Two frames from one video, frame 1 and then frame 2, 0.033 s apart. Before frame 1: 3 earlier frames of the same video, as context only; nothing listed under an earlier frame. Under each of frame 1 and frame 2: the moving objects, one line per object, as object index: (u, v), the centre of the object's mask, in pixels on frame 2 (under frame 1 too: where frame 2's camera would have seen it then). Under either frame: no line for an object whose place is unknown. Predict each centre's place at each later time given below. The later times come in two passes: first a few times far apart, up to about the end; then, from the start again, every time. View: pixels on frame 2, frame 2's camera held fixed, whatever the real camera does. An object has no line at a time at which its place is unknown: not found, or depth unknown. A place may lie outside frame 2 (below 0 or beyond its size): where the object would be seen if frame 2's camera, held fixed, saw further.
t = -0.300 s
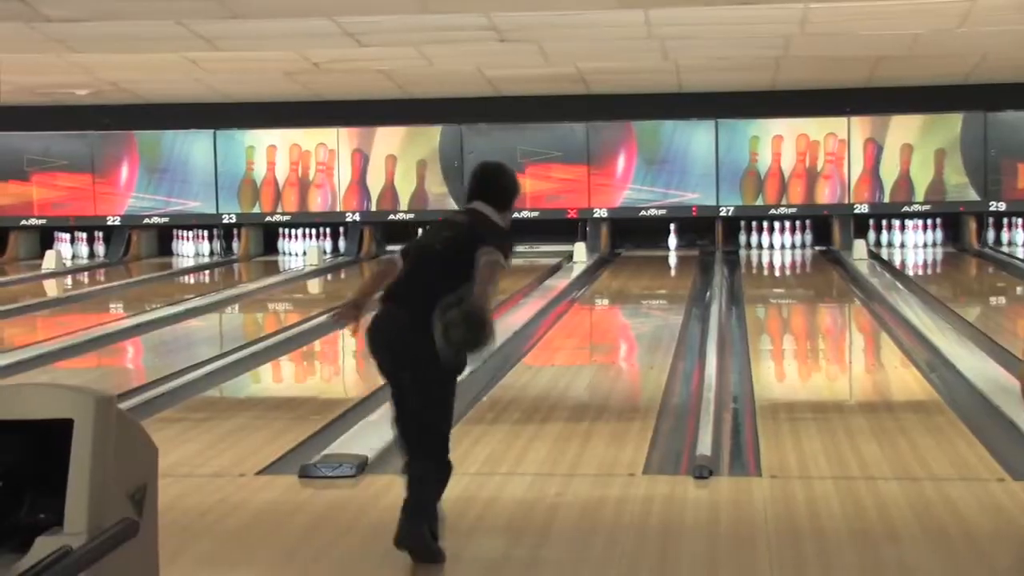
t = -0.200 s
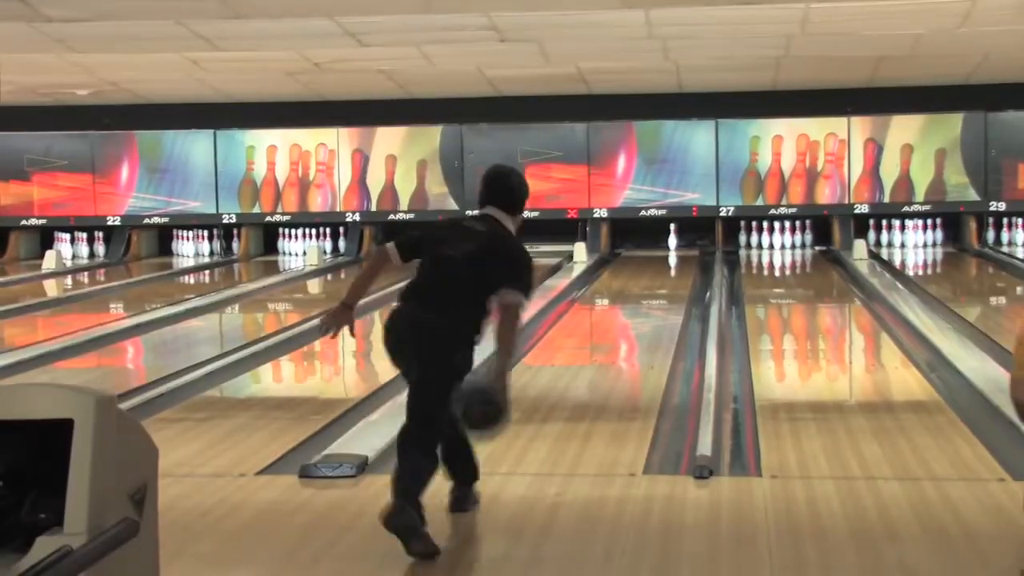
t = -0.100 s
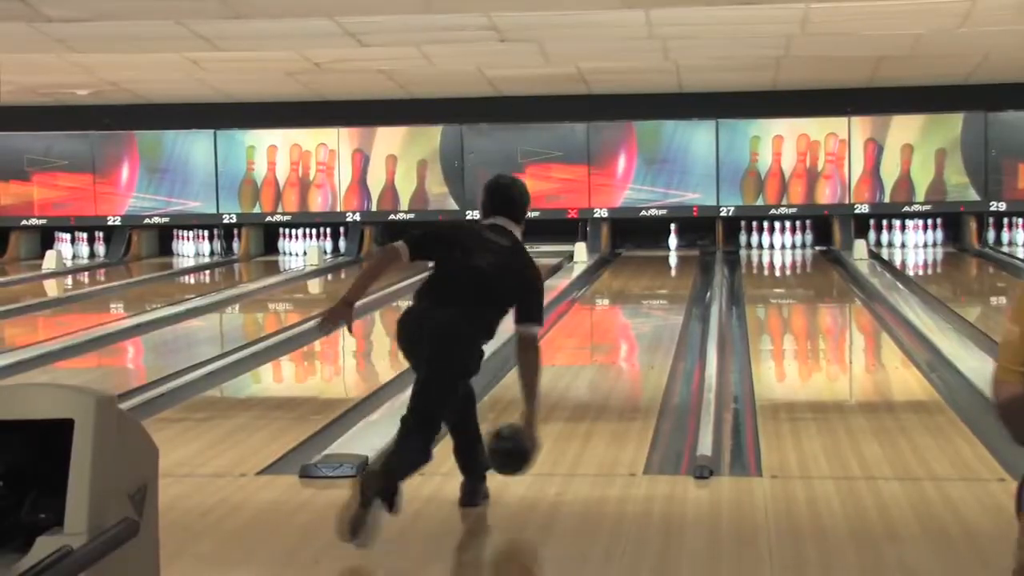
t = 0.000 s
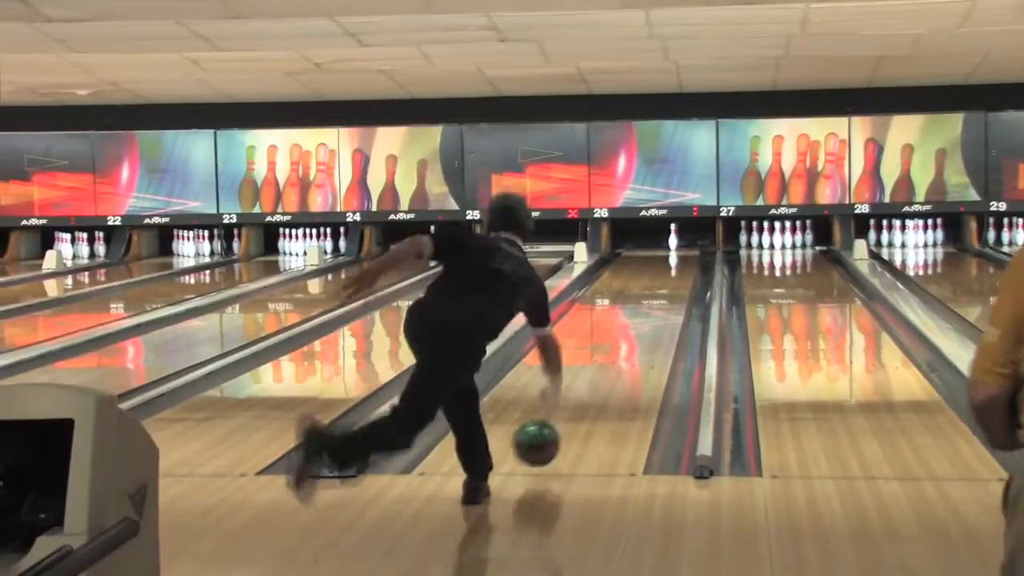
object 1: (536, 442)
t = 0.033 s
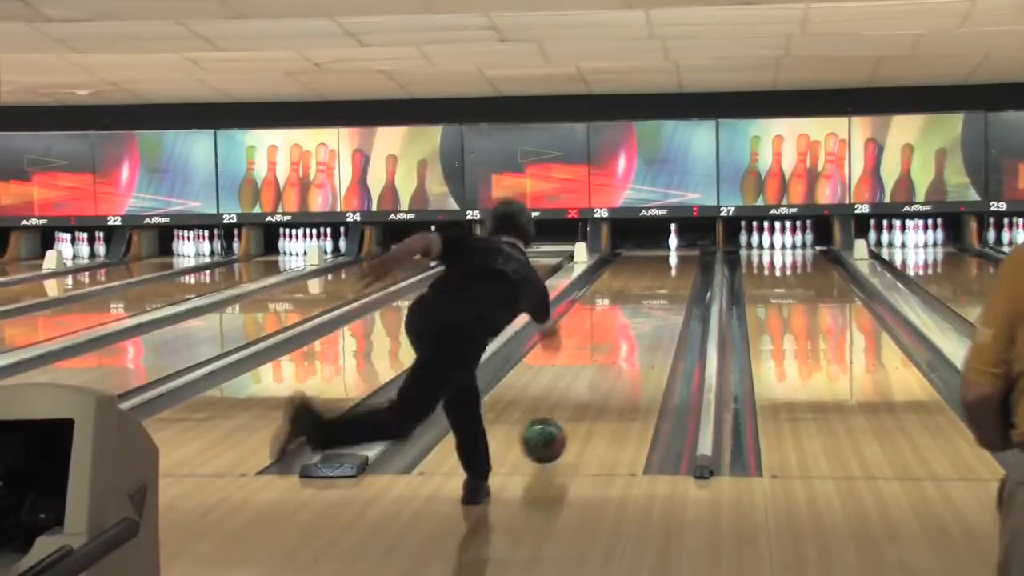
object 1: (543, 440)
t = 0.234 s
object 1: (577, 400)
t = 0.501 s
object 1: (611, 360)
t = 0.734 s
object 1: (632, 334)
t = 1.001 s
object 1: (649, 310)
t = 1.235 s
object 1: (661, 294)
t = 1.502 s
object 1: (672, 279)
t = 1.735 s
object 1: (678, 268)
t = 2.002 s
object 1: (681, 262)
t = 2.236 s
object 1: (682, 252)
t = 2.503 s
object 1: (677, 244)
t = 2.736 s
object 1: (675, 240)
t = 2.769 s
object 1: (674, 240)
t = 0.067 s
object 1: (550, 435)
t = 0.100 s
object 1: (556, 428)
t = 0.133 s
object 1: (562, 419)
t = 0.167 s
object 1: (568, 413)
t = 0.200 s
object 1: (573, 405)
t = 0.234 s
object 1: (577, 400)
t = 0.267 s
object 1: (582, 394)
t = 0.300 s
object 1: (587, 389)
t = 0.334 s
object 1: (592, 382)
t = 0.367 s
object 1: (596, 378)
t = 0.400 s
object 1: (600, 373)
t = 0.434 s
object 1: (604, 368)
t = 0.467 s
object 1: (607, 363)
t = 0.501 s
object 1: (611, 360)
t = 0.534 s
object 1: (614, 355)
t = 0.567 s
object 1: (617, 352)
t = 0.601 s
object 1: (620, 348)
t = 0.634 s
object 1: (623, 344)
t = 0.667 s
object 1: (626, 341)
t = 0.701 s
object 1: (629, 337)
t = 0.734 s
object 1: (632, 334)
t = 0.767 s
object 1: (634, 330)
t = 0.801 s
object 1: (637, 327)
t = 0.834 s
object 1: (639, 324)
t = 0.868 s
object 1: (641, 321)
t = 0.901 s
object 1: (643, 318)
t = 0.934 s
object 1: (645, 315)
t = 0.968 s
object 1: (647, 313)
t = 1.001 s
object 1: (649, 310)
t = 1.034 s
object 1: (652, 307)
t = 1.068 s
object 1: (653, 305)
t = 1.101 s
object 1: (655, 302)
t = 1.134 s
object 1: (657, 300)
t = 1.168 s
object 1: (658, 298)
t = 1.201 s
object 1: (660, 296)
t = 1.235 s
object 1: (661, 294)
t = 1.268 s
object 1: (663, 291)
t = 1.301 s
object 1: (665, 289)
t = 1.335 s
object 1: (666, 288)
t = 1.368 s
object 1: (668, 286)
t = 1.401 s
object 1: (669, 284)
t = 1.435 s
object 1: (670, 282)
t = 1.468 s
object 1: (671, 280)
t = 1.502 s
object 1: (672, 279)
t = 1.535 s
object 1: (673, 277)
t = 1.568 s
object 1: (674, 276)
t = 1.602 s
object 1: (675, 274)
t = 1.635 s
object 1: (676, 272)
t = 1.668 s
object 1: (677, 271)
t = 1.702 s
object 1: (677, 268)
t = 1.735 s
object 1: (678, 268)
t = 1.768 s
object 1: (679, 266)
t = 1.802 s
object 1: (679, 265)
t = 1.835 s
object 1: (679, 264)
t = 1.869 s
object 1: (680, 263)
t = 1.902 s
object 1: (680, 262)
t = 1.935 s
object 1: (681, 262)
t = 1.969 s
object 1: (681, 261)
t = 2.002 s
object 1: (681, 262)
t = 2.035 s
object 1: (681, 260)
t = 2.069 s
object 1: (682, 258)
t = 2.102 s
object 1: (681, 255)
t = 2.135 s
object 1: (682, 256)
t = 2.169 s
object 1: (682, 251)
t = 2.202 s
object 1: (682, 251)
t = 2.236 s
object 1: (682, 252)
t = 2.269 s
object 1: (683, 251)
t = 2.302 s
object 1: (682, 250)
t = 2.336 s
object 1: (680, 249)
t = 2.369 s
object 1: (680, 249)
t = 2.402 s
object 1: (680, 247)
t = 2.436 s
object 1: (679, 247)
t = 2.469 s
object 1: (679, 245)
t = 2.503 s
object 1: (677, 244)
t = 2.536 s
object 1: (676, 243)
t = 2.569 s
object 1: (675, 242)
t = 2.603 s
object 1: (676, 242)
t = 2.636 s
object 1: (676, 242)
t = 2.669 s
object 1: (675, 242)
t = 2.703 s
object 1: (675, 241)
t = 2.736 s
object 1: (675, 240)
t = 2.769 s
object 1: (674, 240)
